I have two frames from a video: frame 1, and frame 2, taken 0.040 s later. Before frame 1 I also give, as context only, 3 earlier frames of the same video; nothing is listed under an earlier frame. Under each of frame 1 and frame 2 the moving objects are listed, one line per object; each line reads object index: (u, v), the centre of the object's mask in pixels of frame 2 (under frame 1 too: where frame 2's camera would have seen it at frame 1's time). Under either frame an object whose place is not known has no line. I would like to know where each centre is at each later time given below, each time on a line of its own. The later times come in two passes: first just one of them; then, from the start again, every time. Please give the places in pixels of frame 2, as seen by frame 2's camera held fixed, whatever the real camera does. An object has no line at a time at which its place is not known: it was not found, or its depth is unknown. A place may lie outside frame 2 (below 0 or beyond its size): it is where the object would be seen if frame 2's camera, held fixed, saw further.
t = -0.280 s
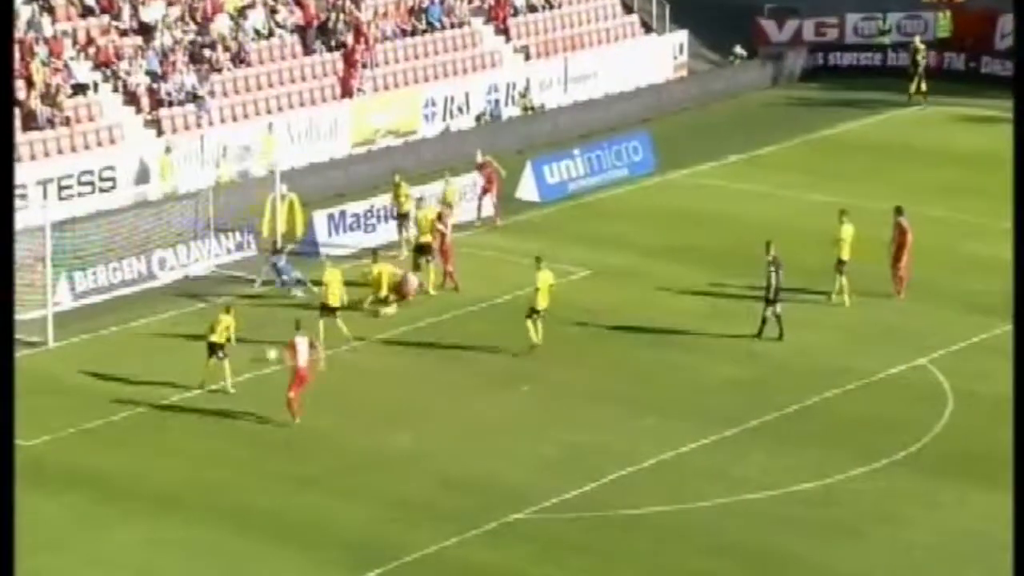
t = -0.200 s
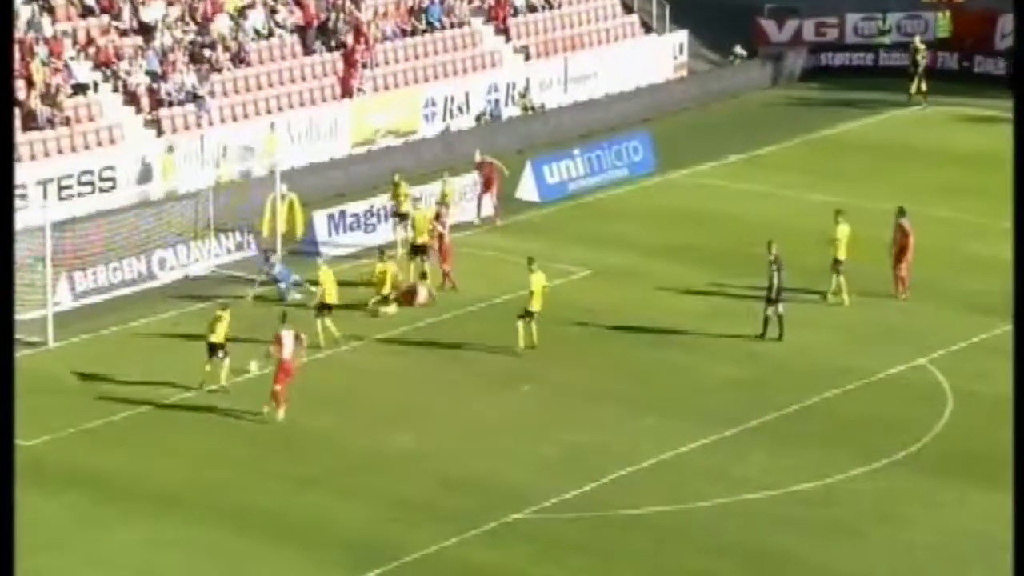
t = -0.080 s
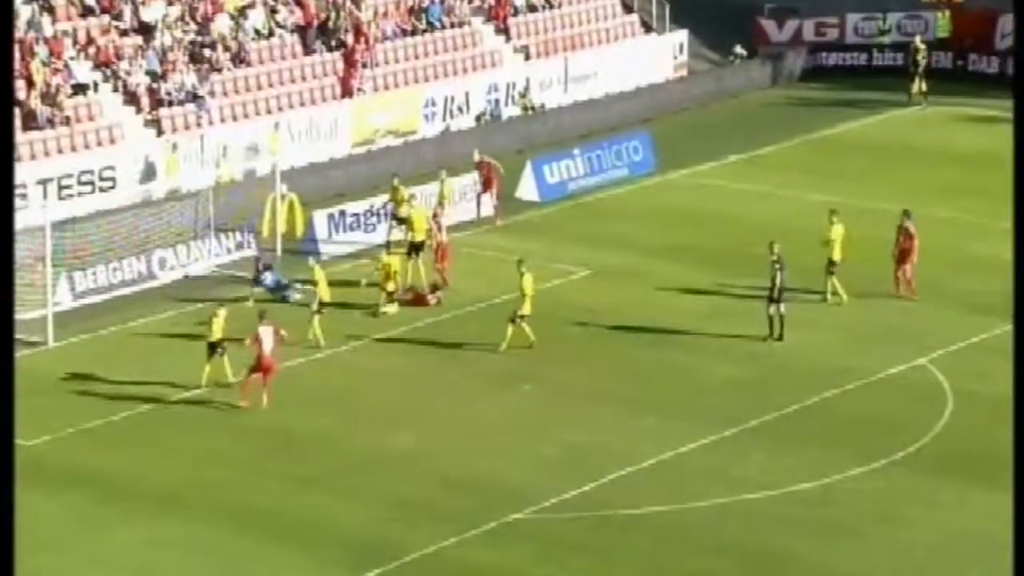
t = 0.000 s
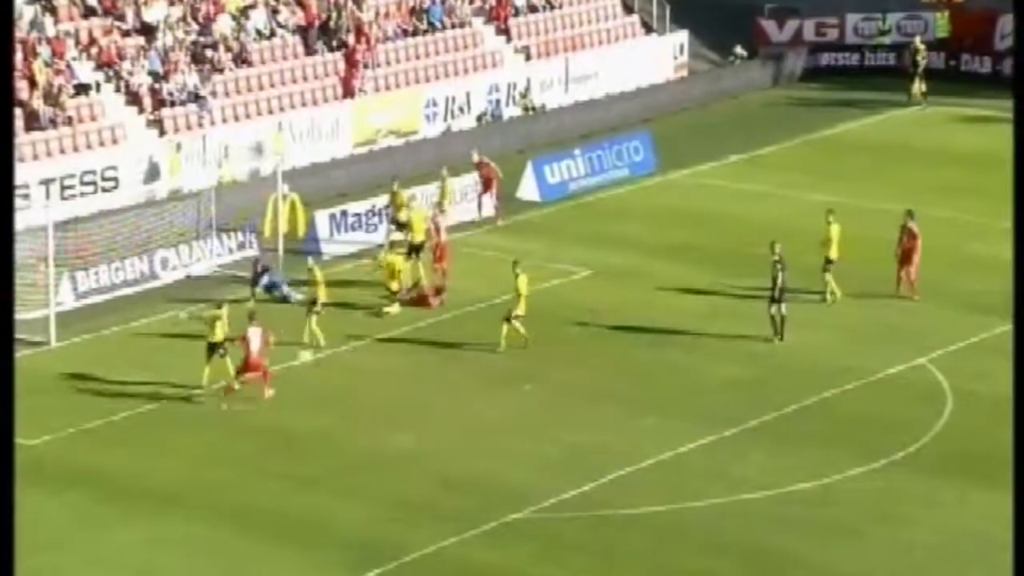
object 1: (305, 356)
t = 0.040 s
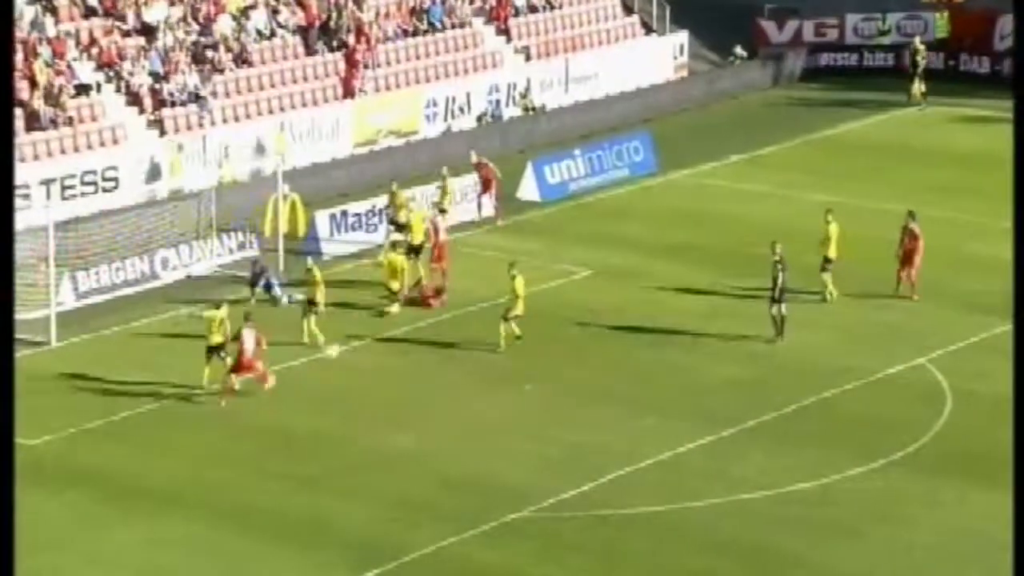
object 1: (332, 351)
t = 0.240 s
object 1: (456, 338)
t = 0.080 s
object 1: (358, 345)
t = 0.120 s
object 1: (382, 342)
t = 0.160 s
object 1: (408, 339)
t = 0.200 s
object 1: (432, 338)
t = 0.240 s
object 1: (456, 338)
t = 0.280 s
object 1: (481, 339)
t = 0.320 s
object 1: (505, 340)
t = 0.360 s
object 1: (527, 344)
